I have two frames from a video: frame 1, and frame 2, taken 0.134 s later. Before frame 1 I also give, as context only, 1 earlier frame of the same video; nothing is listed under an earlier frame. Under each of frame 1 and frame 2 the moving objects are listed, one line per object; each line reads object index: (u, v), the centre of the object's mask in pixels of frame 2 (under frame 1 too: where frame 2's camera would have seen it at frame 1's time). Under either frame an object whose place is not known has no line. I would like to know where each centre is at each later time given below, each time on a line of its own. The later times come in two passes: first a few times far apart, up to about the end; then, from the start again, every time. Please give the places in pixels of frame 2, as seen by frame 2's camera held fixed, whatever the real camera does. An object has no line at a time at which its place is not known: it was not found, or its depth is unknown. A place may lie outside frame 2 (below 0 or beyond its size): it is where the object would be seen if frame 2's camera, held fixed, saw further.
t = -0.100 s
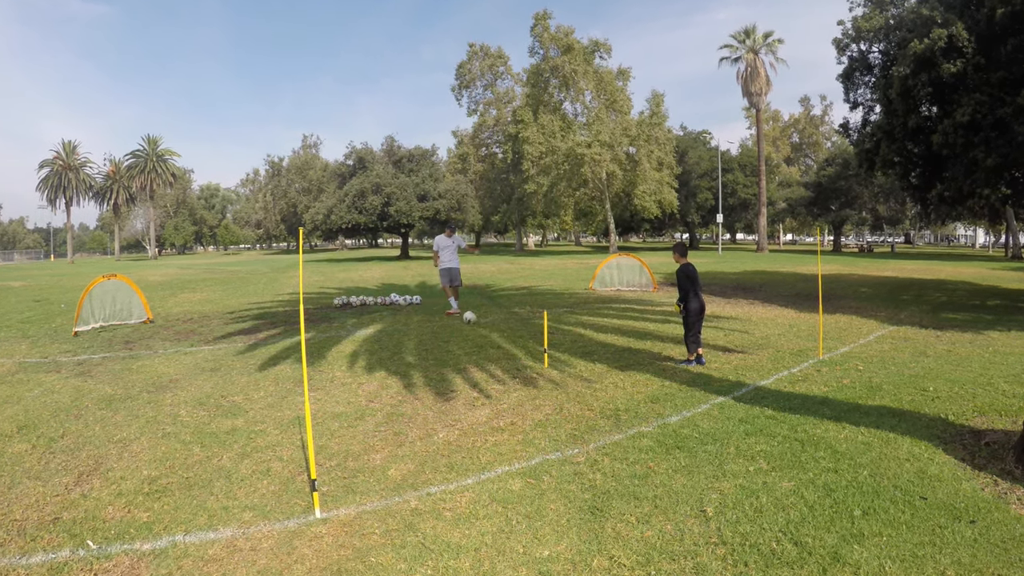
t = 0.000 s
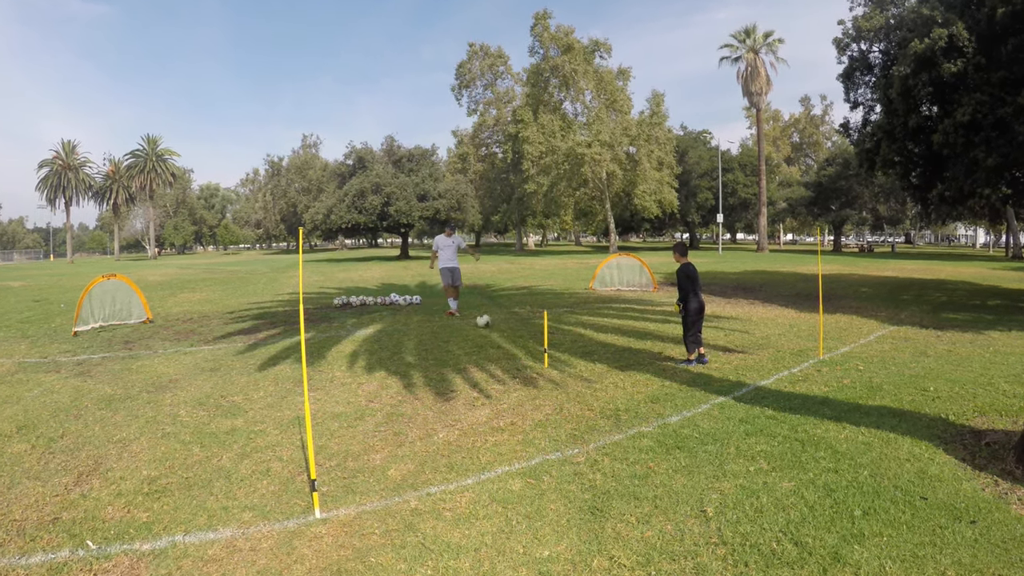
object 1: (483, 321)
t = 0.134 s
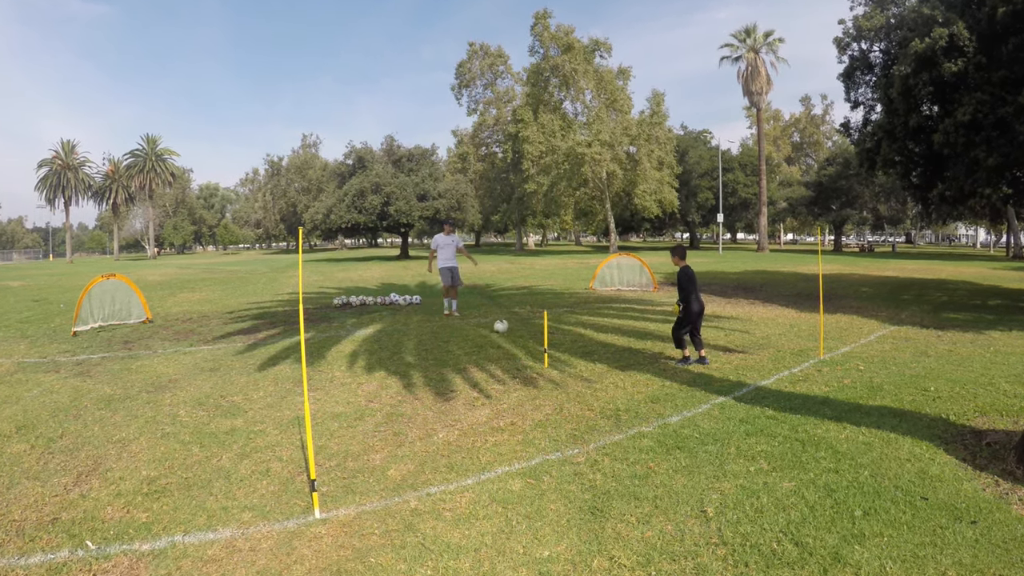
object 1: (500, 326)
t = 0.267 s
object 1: (518, 333)
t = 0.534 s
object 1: (556, 345)
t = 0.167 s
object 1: (505, 327)
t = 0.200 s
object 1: (510, 329)
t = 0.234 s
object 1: (514, 331)
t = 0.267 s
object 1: (518, 333)
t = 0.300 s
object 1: (523, 334)
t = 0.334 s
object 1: (527, 335)
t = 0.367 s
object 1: (531, 336)
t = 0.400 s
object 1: (536, 339)
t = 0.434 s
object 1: (538, 341)
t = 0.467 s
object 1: (547, 342)
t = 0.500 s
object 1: (553, 343)
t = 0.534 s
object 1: (556, 345)
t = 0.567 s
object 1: (561, 347)
